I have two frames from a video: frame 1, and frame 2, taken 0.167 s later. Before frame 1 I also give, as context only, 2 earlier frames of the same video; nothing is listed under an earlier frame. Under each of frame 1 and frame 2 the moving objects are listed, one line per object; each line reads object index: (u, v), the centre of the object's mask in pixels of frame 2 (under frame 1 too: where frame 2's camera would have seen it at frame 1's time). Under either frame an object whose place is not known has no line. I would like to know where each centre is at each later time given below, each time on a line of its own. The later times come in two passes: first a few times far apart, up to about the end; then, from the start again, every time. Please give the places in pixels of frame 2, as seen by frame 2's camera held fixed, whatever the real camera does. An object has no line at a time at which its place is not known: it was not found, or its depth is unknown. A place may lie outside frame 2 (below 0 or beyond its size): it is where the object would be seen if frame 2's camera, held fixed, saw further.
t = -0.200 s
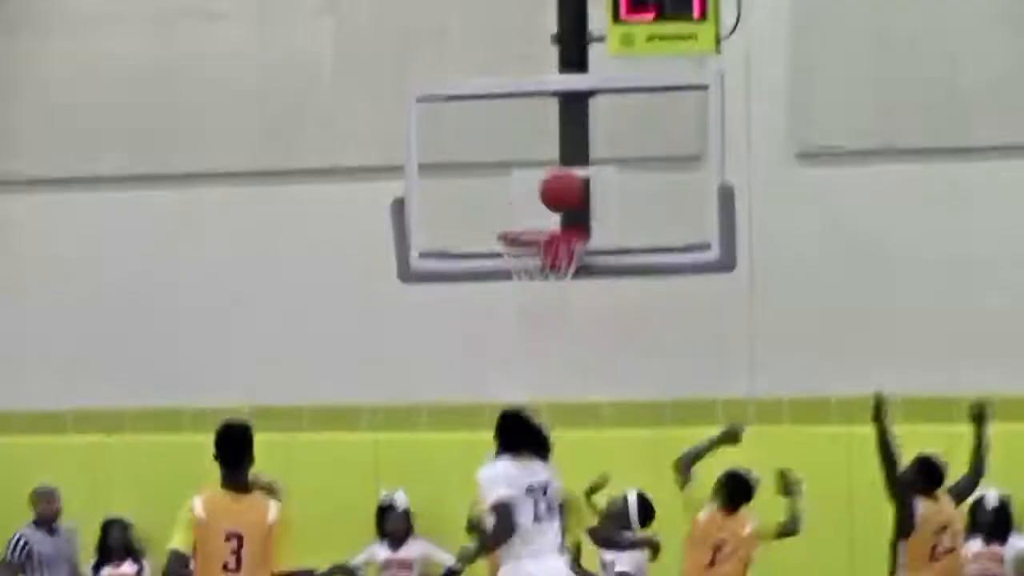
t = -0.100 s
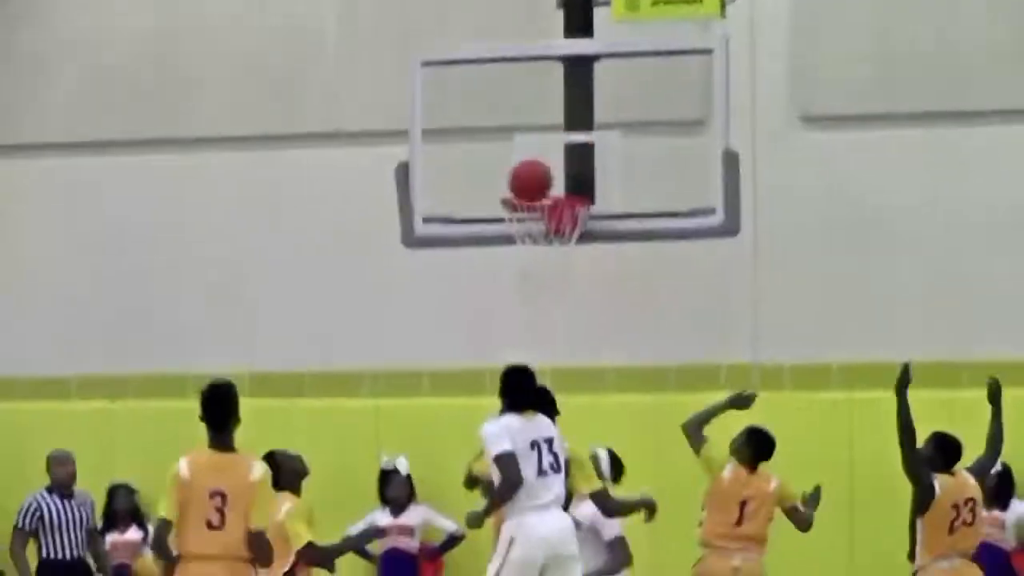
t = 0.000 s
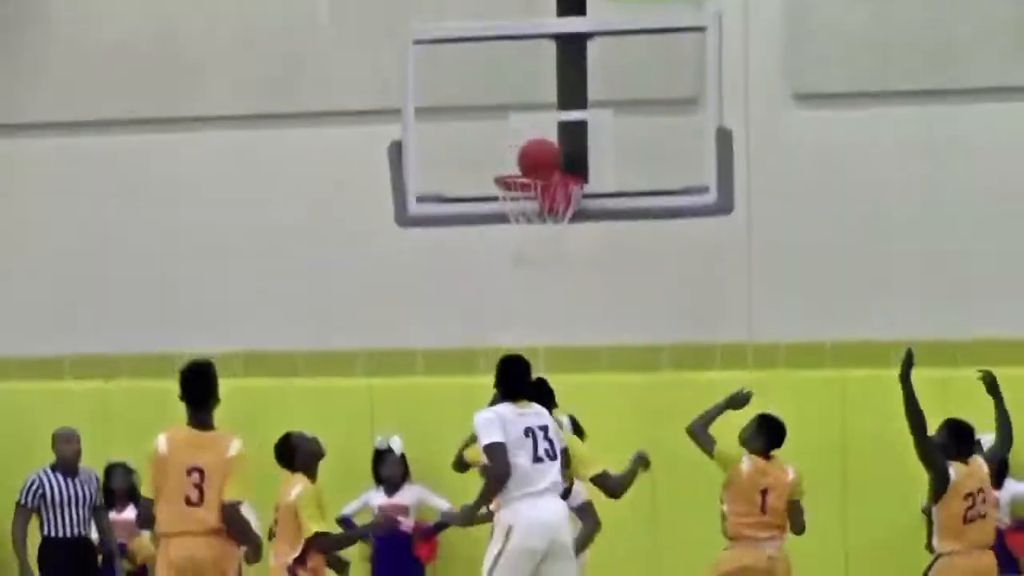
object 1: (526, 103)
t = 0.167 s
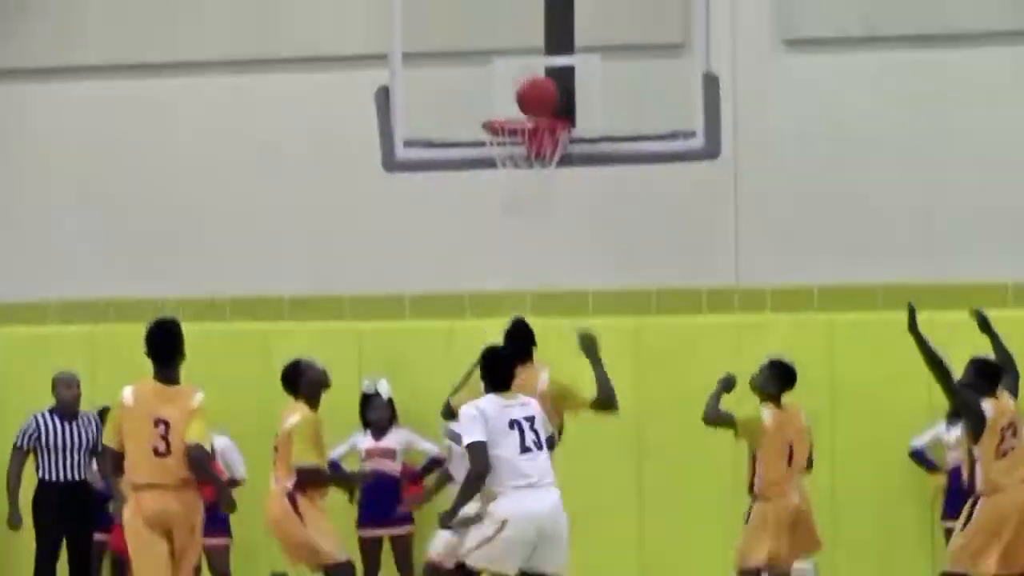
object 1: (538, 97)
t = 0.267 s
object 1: (524, 91)
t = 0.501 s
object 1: (521, 123)
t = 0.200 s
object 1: (533, 93)
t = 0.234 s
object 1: (528, 91)
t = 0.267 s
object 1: (524, 91)
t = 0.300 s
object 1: (519, 93)
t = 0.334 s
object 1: (515, 96)
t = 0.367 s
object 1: (511, 102)
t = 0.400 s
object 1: (506, 106)
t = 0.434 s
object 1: (508, 114)
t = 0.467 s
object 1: (513, 121)
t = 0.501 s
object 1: (521, 123)
